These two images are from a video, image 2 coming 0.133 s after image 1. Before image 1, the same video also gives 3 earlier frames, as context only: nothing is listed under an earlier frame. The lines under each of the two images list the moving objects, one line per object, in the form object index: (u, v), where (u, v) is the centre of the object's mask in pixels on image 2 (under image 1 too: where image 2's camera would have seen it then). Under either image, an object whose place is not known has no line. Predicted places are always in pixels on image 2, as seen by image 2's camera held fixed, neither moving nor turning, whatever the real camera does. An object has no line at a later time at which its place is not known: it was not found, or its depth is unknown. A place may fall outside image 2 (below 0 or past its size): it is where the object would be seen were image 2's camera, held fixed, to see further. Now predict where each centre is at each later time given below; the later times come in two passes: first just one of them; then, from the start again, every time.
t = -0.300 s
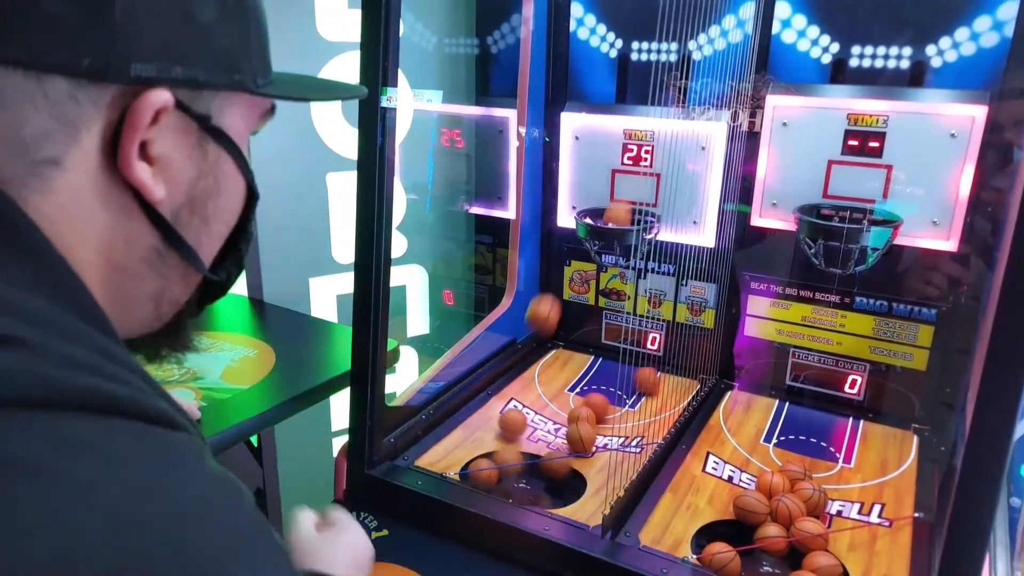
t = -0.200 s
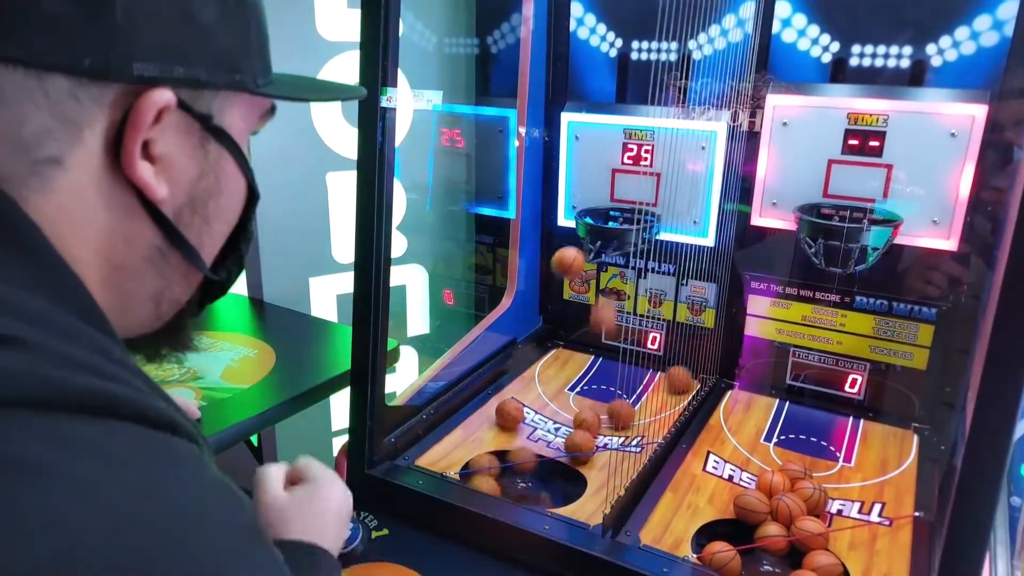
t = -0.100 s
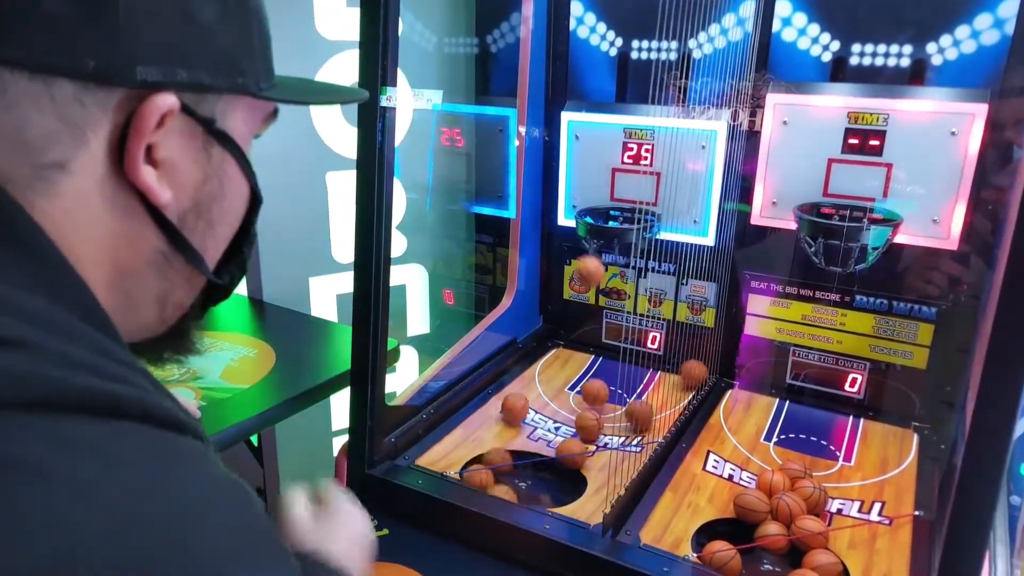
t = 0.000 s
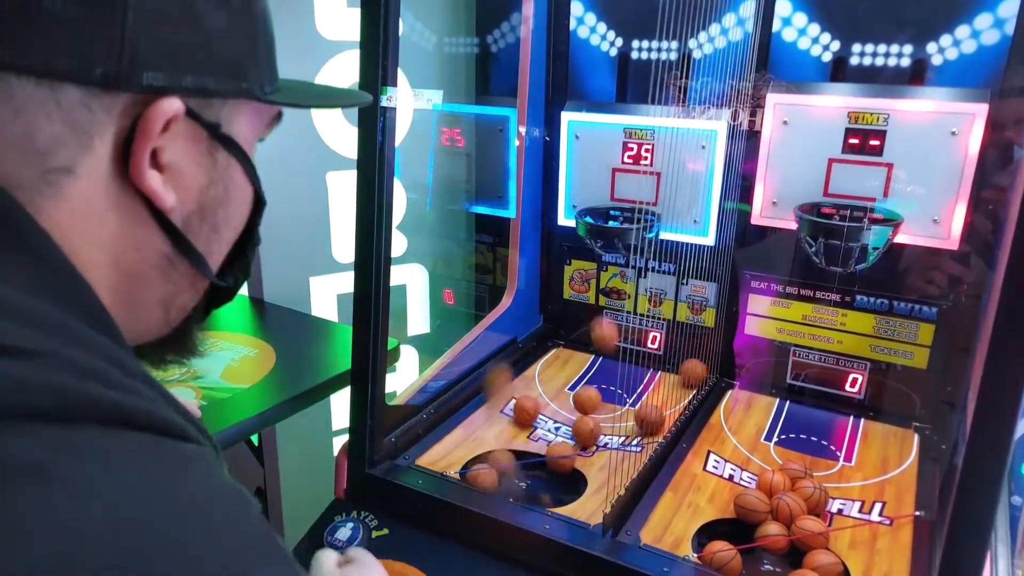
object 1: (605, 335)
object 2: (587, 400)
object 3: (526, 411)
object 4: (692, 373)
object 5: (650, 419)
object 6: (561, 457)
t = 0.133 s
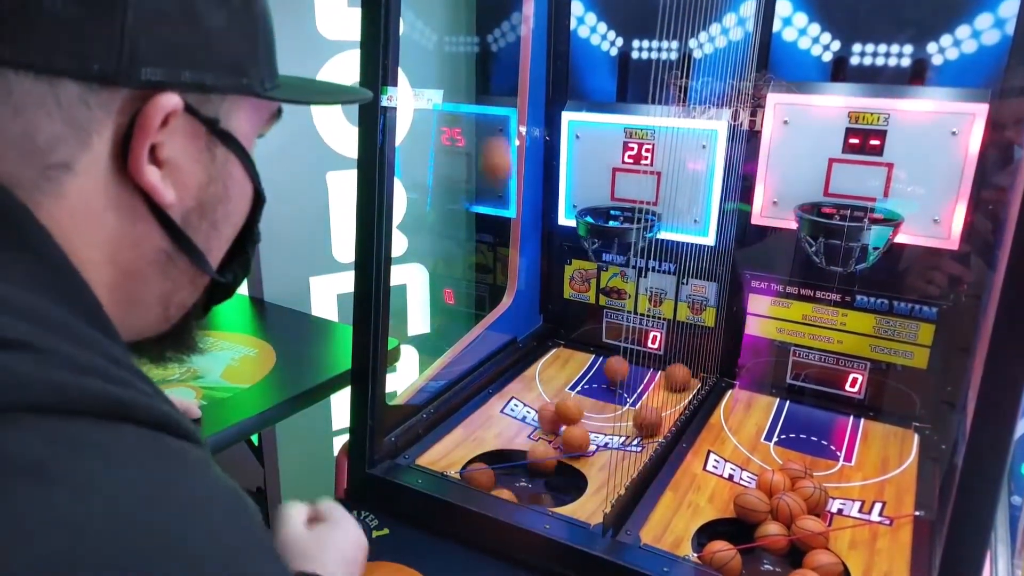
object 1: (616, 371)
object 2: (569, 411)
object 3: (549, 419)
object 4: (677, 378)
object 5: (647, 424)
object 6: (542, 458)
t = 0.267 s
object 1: (622, 368)
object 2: (569, 429)
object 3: (563, 412)
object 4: (653, 384)
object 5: (630, 425)
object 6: (542, 464)
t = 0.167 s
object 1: (618, 372)
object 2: (569, 415)
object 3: (555, 417)
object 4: (671, 380)
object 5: (644, 424)
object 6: (544, 463)
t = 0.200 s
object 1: (620, 372)
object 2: (570, 422)
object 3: (554, 417)
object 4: (666, 381)
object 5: (639, 425)
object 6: (544, 463)
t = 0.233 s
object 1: (620, 369)
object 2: (570, 428)
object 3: (559, 414)
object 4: (660, 383)
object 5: (635, 426)
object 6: (541, 463)
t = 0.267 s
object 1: (622, 368)
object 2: (569, 429)
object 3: (563, 412)
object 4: (653, 384)
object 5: (630, 425)
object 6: (542, 464)
